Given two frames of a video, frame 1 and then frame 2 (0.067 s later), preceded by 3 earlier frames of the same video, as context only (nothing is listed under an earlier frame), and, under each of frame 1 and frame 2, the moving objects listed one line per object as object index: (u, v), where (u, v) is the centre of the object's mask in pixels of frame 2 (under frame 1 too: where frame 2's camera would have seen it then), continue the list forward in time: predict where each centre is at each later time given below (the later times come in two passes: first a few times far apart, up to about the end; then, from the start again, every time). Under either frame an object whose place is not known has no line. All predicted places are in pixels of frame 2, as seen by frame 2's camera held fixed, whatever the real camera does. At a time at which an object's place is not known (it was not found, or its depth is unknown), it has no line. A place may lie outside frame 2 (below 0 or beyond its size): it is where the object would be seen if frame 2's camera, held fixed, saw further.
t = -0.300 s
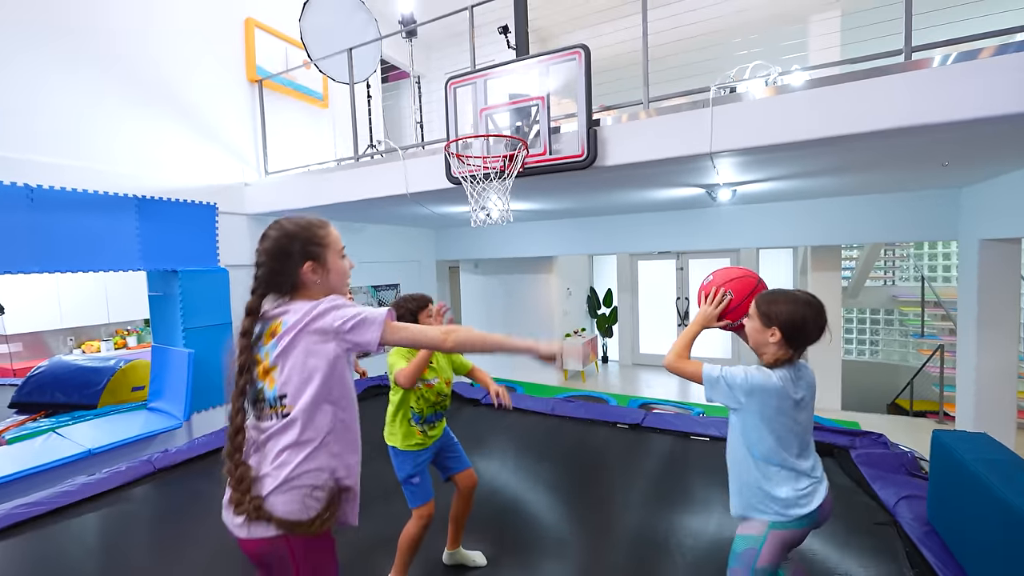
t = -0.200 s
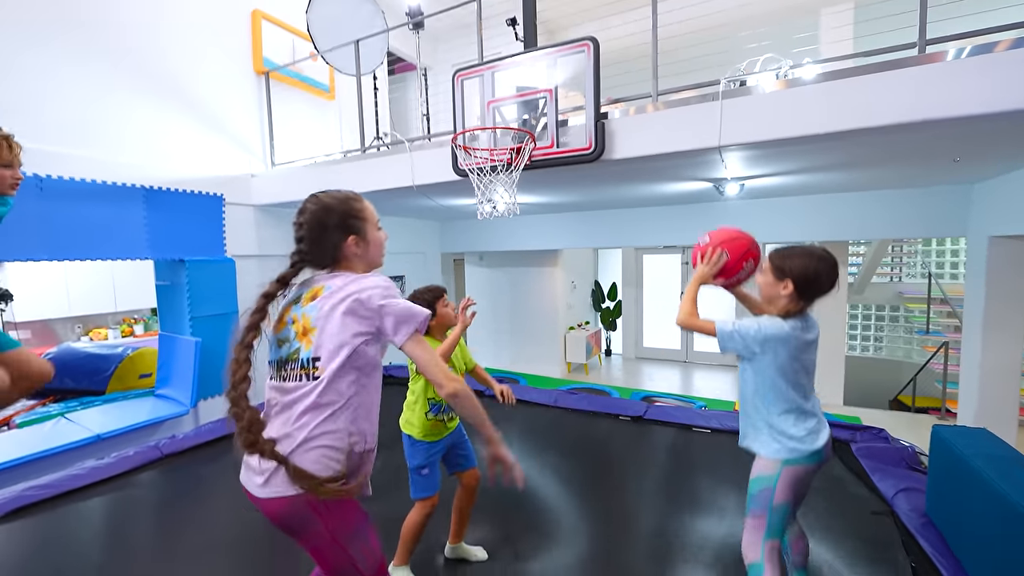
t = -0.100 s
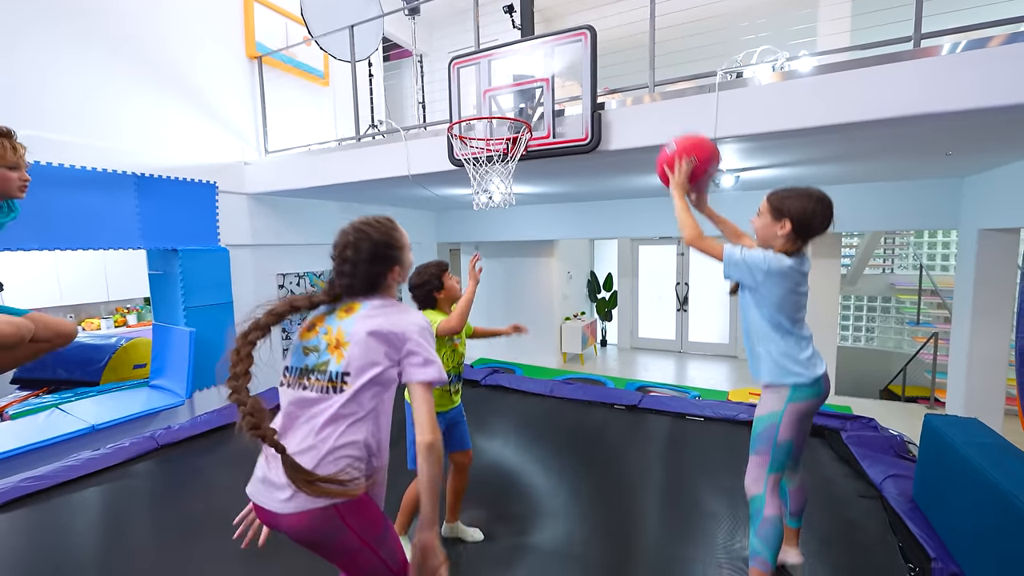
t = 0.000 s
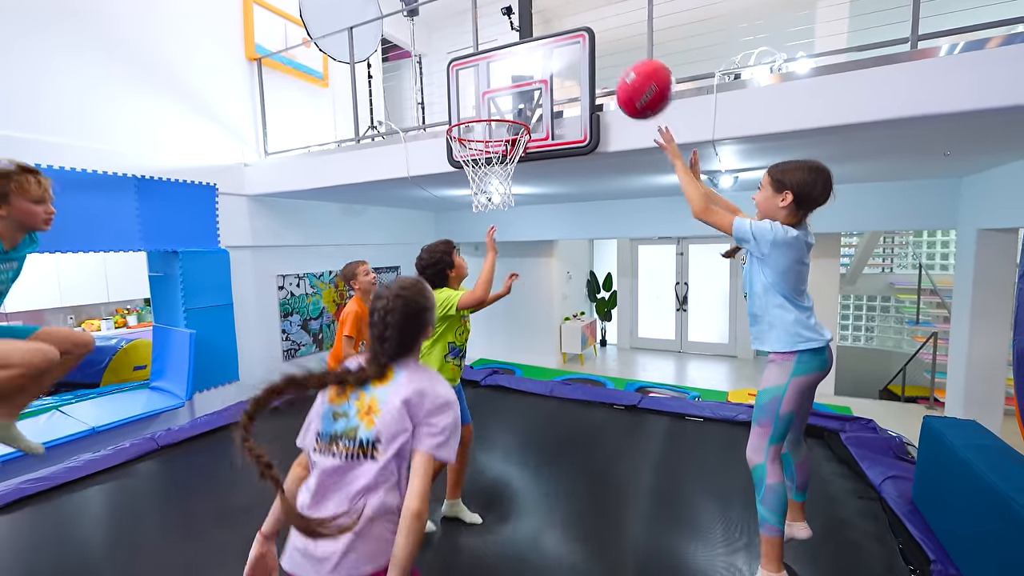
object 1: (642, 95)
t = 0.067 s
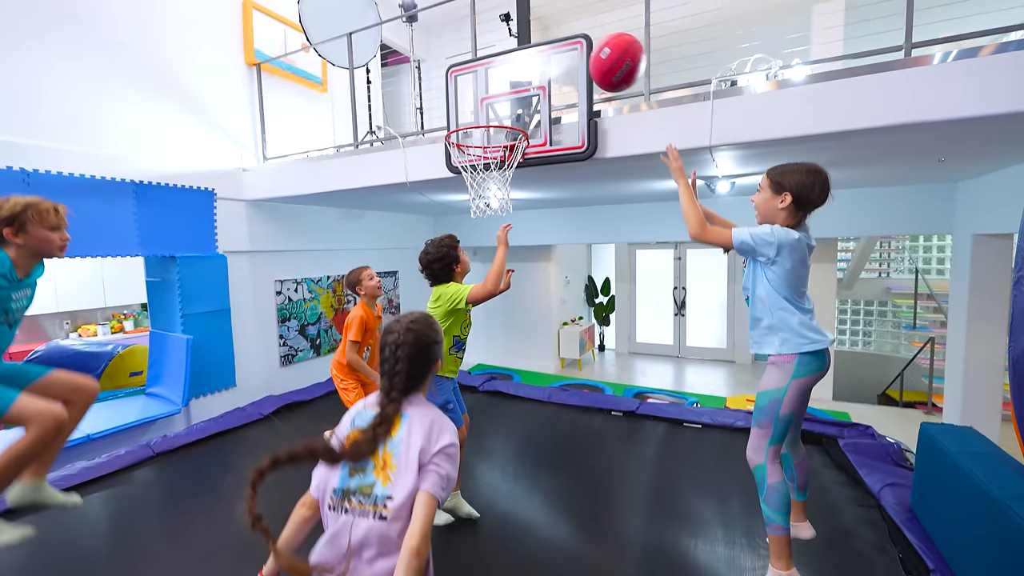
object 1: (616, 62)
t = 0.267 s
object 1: (551, 28)
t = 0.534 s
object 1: (487, 103)
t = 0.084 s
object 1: (610, 55)
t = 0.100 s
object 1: (604, 49)
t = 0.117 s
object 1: (599, 44)
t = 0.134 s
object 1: (593, 40)
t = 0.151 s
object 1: (587, 36)
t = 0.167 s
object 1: (582, 33)
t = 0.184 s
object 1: (576, 31)
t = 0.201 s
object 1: (571, 29)
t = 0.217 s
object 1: (566, 28)
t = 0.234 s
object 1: (561, 28)
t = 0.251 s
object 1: (556, 28)
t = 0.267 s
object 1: (551, 28)
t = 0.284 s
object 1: (546, 30)
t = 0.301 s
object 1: (542, 31)
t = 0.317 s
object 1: (537, 33)
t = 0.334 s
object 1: (533, 36)
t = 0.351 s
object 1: (529, 39)
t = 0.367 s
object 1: (524, 42)
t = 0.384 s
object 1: (520, 47)
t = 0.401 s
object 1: (516, 51)
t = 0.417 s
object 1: (512, 57)
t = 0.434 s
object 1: (508, 62)
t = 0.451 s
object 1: (504, 68)
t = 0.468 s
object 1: (501, 75)
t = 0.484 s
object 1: (497, 81)
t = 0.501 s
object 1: (494, 88)
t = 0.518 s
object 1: (490, 96)
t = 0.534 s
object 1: (487, 103)
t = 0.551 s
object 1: (484, 108)
